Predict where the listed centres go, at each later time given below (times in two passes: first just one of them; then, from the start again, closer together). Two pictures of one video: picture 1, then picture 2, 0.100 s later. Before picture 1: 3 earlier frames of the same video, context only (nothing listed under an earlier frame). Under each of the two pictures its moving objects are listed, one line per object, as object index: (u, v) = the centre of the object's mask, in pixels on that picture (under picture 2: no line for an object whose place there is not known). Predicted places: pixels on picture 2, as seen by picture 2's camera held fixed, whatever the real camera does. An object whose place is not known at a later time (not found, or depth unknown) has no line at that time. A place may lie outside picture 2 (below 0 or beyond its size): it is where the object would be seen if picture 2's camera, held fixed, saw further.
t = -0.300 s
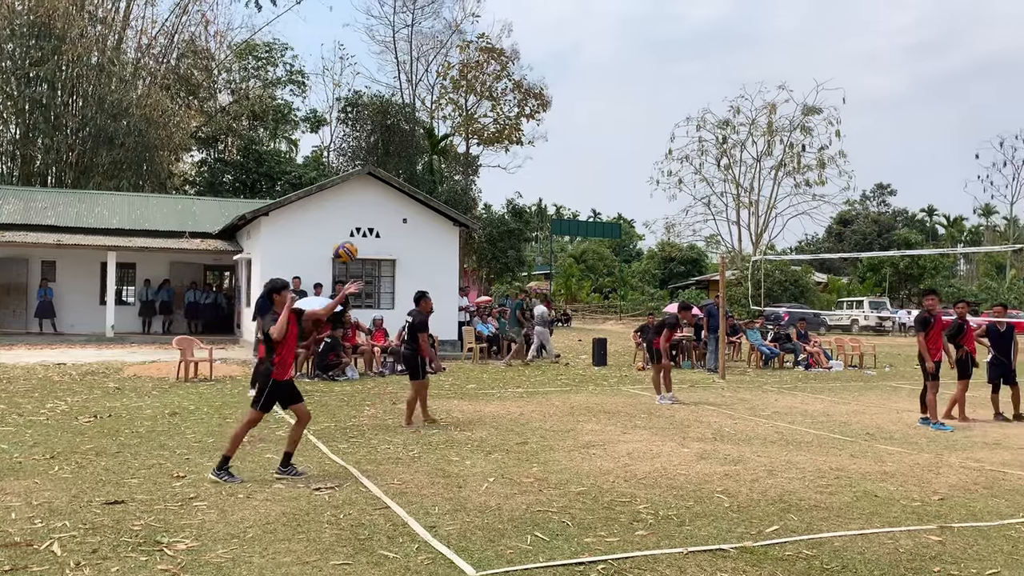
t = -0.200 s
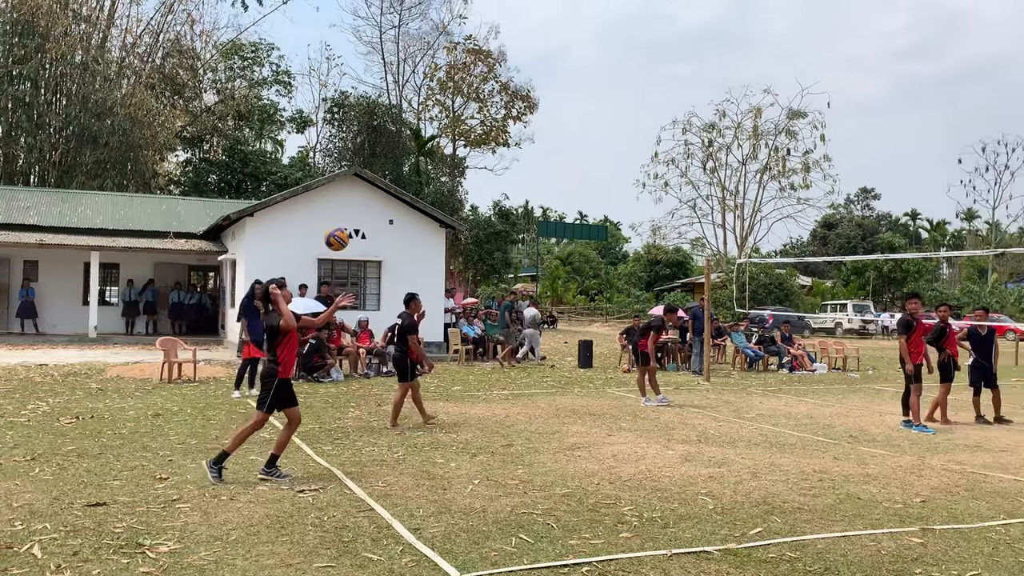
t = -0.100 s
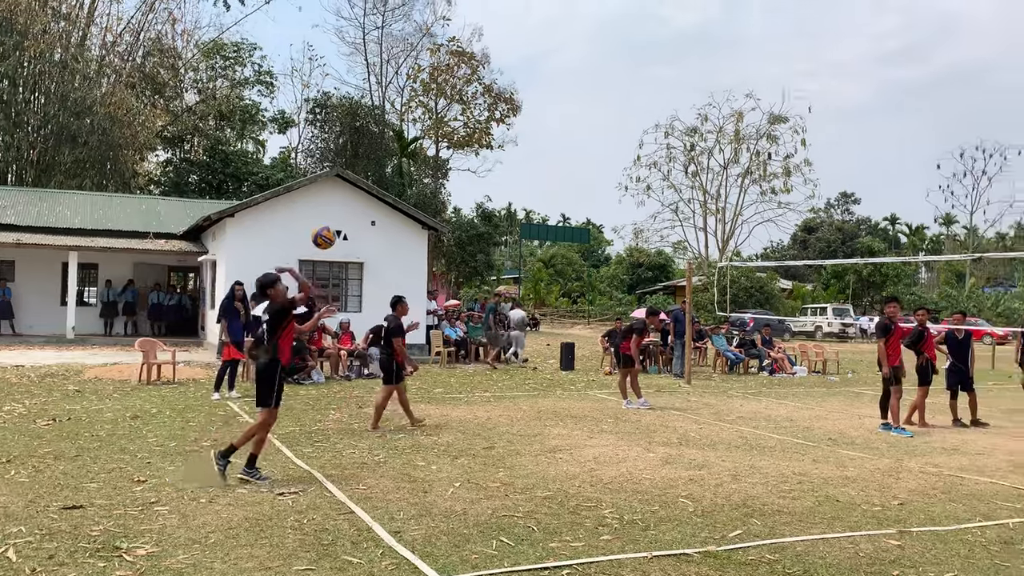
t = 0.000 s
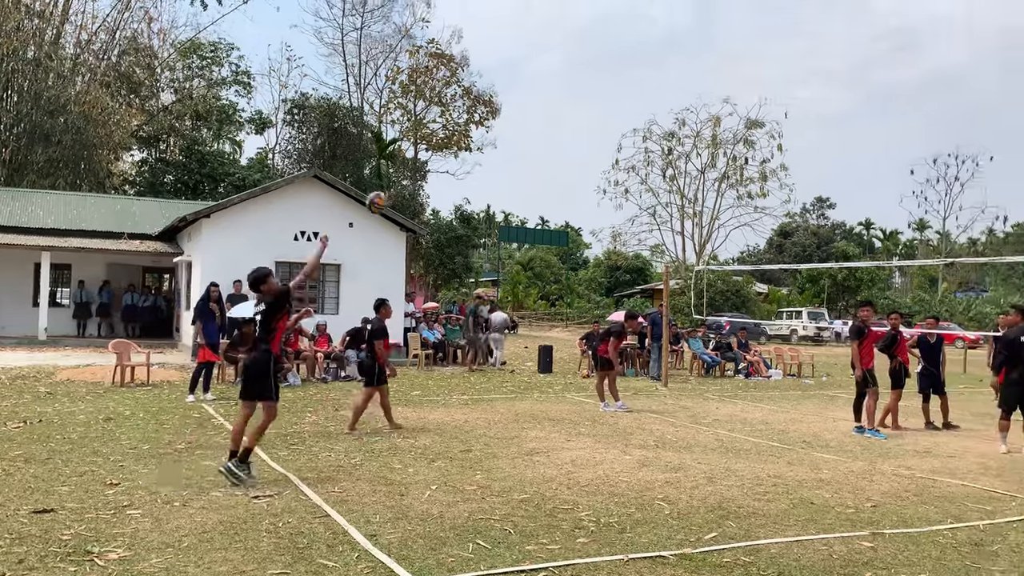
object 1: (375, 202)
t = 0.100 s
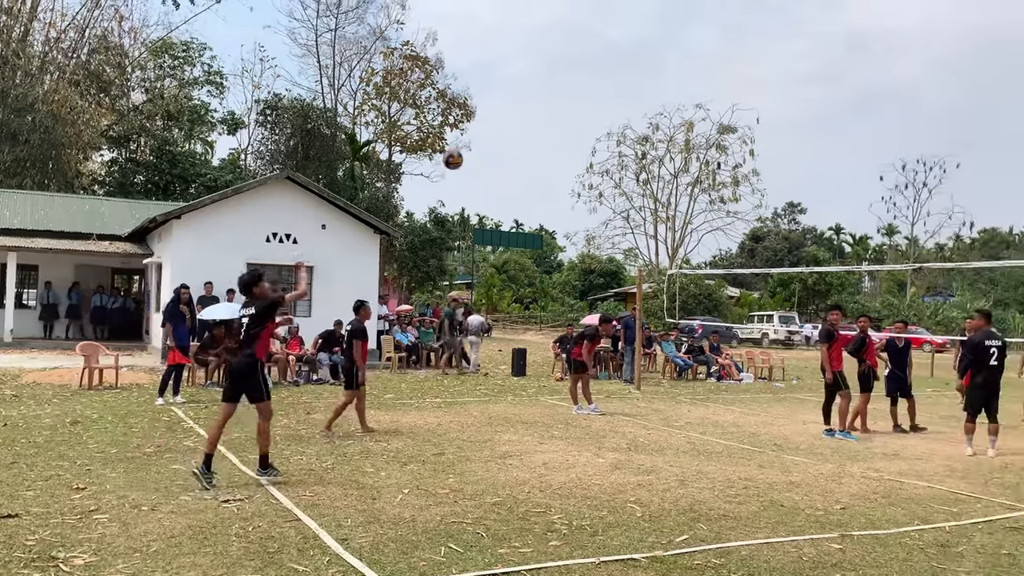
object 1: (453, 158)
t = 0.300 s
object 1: (603, 116)
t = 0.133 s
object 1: (482, 147)
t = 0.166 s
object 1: (510, 138)
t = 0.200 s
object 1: (535, 130)
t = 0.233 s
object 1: (560, 124)
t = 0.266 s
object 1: (582, 119)
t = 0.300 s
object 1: (603, 116)
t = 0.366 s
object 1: (640, 112)
